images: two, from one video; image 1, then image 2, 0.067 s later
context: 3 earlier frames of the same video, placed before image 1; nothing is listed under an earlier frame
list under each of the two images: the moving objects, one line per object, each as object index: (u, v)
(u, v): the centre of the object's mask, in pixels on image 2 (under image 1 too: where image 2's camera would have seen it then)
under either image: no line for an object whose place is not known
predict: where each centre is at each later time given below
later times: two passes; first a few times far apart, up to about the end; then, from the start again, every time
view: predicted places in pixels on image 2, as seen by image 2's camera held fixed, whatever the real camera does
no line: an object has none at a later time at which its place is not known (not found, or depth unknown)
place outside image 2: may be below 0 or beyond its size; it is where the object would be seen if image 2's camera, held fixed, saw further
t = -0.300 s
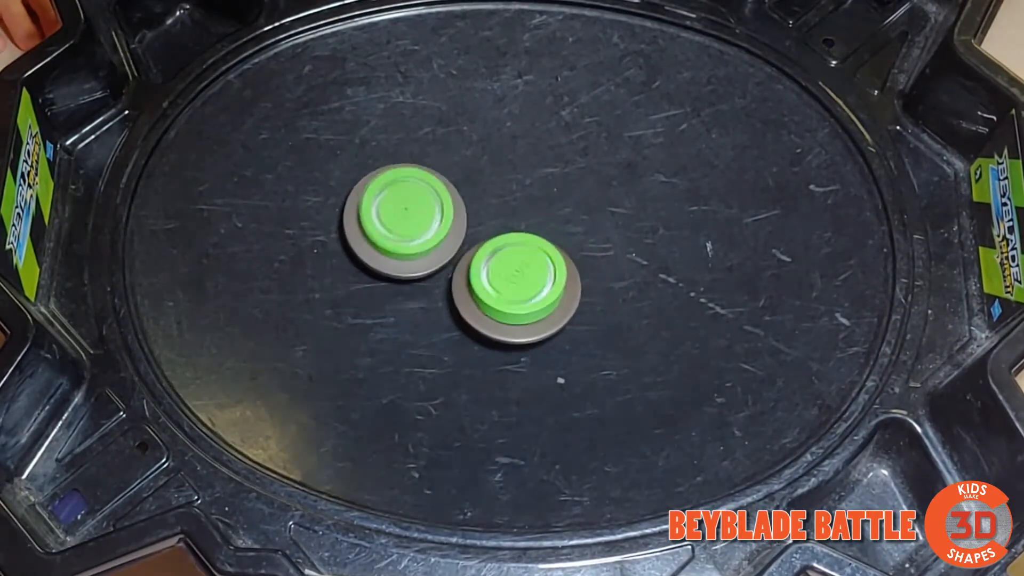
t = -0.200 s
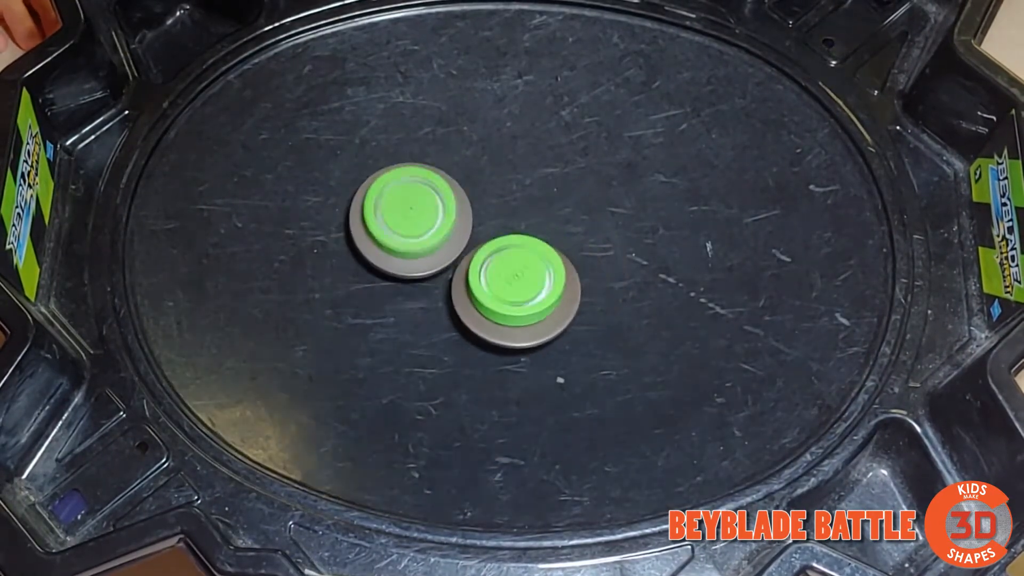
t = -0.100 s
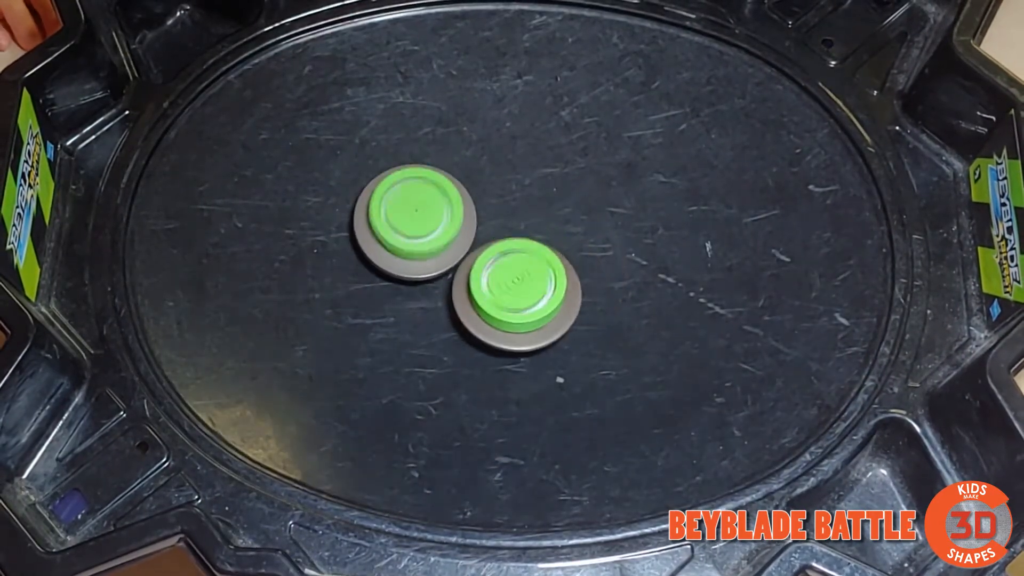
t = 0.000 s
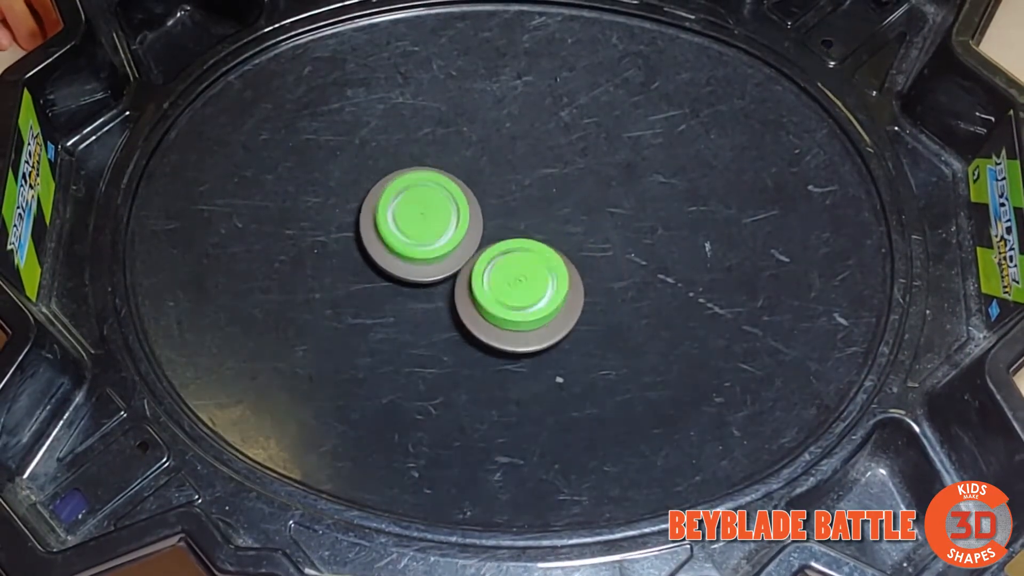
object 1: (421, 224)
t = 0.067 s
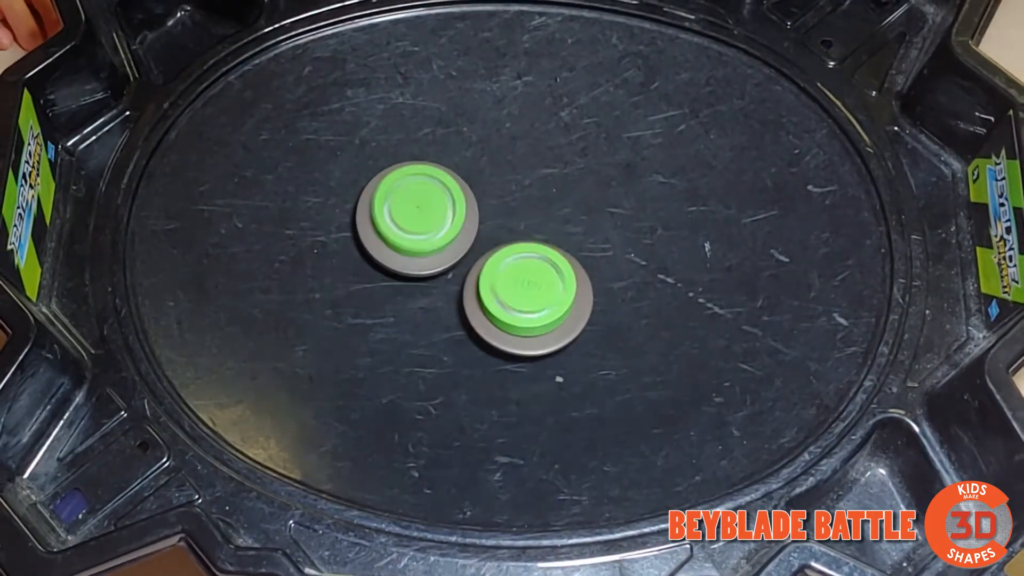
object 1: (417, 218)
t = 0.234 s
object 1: (430, 222)
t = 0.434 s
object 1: (438, 211)
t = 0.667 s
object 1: (439, 207)
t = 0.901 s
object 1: (454, 232)
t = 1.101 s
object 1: (454, 235)
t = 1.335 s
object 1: (452, 233)
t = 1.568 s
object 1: (446, 236)
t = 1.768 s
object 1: (441, 243)
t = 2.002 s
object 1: (435, 246)
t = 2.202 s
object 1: (420, 247)
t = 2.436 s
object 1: (439, 265)
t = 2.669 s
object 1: (435, 270)
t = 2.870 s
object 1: (430, 269)
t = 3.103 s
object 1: (428, 269)
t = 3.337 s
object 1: (433, 259)
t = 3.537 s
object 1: (418, 260)
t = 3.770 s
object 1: (440, 254)
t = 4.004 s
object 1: (433, 238)
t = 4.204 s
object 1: (434, 252)
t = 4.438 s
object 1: (429, 241)
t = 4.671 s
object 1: (436, 242)
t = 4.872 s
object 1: (426, 252)
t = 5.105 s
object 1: (450, 210)
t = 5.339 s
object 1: (455, 221)
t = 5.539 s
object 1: (425, 251)
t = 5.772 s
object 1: (450, 218)
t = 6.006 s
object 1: (469, 214)
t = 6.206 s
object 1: (463, 224)
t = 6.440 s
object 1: (446, 236)
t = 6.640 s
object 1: (440, 237)
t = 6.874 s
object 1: (431, 225)
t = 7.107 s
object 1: (446, 223)
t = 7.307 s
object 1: (452, 232)
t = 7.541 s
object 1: (443, 247)
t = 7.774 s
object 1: (434, 252)
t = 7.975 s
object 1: (433, 248)
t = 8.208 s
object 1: (428, 240)
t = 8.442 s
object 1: (435, 244)
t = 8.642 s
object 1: (430, 244)
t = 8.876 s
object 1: (433, 247)
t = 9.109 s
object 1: (435, 246)
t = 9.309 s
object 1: (436, 249)
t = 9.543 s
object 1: (430, 248)
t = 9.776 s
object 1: (431, 250)
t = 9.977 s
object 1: (432, 252)
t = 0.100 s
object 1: (417, 218)
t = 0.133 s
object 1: (419, 219)
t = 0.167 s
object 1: (422, 220)
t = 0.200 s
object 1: (427, 222)
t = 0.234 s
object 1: (430, 222)
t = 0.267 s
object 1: (432, 220)
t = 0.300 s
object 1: (434, 219)
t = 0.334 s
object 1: (438, 219)
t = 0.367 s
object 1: (439, 218)
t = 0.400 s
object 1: (438, 213)
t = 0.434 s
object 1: (438, 211)
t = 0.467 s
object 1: (441, 210)
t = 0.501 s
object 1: (444, 210)
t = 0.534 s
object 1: (447, 213)
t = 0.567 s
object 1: (450, 216)
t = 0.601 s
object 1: (446, 212)
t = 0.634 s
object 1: (441, 208)
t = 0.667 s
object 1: (439, 207)
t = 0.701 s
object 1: (438, 208)
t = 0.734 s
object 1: (438, 211)
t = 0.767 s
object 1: (440, 214)
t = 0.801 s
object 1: (443, 218)
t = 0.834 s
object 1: (447, 222)
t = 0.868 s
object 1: (451, 228)
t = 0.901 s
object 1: (454, 232)
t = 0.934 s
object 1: (452, 232)
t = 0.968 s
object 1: (451, 233)
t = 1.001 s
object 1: (451, 234)
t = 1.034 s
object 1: (452, 235)
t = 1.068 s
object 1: (453, 235)
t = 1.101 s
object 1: (454, 235)
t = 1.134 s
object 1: (451, 233)
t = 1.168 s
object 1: (448, 230)
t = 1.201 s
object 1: (448, 230)
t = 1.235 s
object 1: (448, 231)
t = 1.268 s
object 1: (450, 232)
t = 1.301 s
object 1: (453, 233)
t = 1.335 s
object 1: (452, 233)
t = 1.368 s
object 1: (451, 231)
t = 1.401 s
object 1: (450, 232)
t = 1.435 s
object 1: (451, 233)
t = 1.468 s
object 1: (448, 232)
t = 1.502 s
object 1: (445, 232)
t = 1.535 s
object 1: (444, 233)
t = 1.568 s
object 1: (446, 236)
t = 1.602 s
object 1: (446, 238)
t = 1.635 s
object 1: (445, 240)
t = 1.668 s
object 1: (444, 241)
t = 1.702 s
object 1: (443, 241)
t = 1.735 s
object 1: (443, 243)
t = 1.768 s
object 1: (441, 243)
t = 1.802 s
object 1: (439, 245)
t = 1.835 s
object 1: (438, 246)
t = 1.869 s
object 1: (438, 246)
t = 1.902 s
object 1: (434, 245)
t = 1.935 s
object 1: (432, 245)
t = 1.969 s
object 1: (433, 245)
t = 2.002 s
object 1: (435, 246)
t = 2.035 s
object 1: (438, 249)
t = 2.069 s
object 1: (438, 250)
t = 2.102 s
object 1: (438, 251)
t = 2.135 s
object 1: (429, 248)
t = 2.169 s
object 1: (422, 246)
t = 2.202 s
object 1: (420, 247)
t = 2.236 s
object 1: (420, 249)
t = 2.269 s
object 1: (421, 252)
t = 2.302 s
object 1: (423, 255)
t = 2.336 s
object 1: (425, 258)
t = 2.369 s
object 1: (429, 260)
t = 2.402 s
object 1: (434, 263)
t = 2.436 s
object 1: (439, 265)
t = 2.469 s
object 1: (435, 267)
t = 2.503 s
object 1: (432, 270)
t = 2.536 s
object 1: (430, 271)
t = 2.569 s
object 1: (430, 271)
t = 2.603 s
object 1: (432, 271)
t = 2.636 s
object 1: (435, 271)
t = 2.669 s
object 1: (435, 270)
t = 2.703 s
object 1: (434, 270)
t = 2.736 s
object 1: (434, 270)
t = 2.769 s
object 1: (435, 271)
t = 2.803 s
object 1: (436, 271)
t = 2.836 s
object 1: (433, 271)
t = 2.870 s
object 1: (430, 269)
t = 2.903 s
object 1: (430, 266)
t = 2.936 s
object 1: (432, 264)
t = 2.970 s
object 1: (436, 263)
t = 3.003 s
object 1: (435, 263)
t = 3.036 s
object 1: (432, 265)
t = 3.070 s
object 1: (430, 268)
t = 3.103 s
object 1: (428, 269)
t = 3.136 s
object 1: (426, 268)
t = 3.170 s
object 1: (426, 266)
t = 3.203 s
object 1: (429, 262)
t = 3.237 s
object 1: (430, 259)
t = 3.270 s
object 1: (430, 257)
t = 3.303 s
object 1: (430, 257)
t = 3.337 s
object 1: (433, 259)
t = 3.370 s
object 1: (435, 261)
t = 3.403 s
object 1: (429, 263)
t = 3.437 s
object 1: (424, 265)
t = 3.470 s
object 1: (419, 265)
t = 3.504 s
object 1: (417, 263)
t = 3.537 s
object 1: (418, 260)
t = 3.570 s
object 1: (421, 256)
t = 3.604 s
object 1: (427, 253)
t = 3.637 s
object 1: (436, 250)
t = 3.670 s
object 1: (438, 248)
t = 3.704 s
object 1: (441, 249)
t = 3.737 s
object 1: (442, 251)
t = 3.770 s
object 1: (440, 254)
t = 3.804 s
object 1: (436, 256)
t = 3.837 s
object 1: (432, 256)
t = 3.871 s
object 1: (429, 254)
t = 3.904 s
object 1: (427, 251)
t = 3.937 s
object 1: (429, 247)
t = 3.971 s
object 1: (434, 243)
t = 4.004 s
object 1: (433, 238)
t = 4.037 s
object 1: (433, 235)
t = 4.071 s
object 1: (436, 235)
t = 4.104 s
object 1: (439, 238)
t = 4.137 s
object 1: (442, 243)
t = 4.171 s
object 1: (438, 247)
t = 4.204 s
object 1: (434, 252)
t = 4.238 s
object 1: (429, 256)
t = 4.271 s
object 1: (425, 257)
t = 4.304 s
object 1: (422, 257)
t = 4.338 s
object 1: (420, 254)
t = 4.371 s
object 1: (421, 250)
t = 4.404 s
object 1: (424, 246)
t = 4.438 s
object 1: (429, 241)
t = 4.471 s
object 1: (433, 236)
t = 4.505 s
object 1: (436, 232)
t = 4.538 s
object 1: (439, 231)
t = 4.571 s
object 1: (437, 230)
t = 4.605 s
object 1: (435, 232)
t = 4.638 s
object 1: (435, 236)
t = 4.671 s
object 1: (436, 242)
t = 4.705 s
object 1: (437, 249)
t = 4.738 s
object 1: (434, 254)
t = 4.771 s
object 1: (431, 256)
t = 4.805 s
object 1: (428, 256)
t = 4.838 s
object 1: (427, 255)
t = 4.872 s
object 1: (426, 252)
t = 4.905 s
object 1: (428, 248)
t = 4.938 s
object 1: (427, 240)
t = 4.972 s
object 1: (428, 232)
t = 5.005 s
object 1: (433, 226)
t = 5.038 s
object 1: (439, 220)
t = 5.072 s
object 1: (446, 216)
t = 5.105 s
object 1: (450, 210)
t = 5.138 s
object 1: (456, 208)
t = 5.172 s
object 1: (461, 206)
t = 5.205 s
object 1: (464, 206)
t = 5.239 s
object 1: (465, 207)
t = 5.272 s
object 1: (463, 209)
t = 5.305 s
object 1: (459, 214)
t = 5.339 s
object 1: (455, 221)
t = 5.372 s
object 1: (450, 229)
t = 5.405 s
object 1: (445, 238)
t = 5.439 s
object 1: (438, 245)
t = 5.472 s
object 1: (431, 249)
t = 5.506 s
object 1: (427, 251)
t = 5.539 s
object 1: (425, 251)
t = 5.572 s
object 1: (427, 250)
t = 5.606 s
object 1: (432, 248)
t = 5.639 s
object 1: (434, 242)
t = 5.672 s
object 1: (433, 234)
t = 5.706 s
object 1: (438, 224)
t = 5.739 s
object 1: (443, 220)
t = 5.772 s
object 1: (450, 218)
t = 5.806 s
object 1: (456, 217)
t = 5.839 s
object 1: (462, 216)
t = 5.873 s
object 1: (465, 214)
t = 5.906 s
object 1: (464, 210)
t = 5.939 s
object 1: (465, 209)
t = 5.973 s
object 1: (466, 211)
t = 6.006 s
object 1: (469, 214)
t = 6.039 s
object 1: (470, 216)
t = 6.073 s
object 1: (468, 217)
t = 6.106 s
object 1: (468, 219)
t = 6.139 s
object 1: (467, 221)
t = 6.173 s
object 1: (464, 222)
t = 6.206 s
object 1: (463, 224)
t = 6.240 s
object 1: (463, 227)
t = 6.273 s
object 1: (463, 230)
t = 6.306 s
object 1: (459, 229)
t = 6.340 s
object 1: (454, 230)
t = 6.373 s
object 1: (450, 231)
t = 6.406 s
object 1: (447, 233)
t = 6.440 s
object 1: (446, 236)
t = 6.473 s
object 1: (445, 239)
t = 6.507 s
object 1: (442, 239)
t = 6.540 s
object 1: (440, 239)
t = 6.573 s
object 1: (440, 239)
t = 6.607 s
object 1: (441, 239)
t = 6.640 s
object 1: (440, 237)
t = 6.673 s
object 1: (436, 235)
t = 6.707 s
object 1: (434, 234)
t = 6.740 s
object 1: (434, 234)
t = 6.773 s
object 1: (437, 234)
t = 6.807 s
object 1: (435, 231)
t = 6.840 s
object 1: (432, 227)
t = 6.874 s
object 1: (431, 225)
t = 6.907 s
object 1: (431, 224)
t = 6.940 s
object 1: (434, 224)
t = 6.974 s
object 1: (439, 225)
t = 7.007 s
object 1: (443, 226)
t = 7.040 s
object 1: (445, 225)
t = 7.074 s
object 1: (447, 224)
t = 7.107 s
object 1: (446, 223)
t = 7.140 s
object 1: (446, 224)
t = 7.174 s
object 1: (449, 227)
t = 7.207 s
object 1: (449, 228)
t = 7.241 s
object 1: (450, 229)
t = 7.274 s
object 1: (452, 231)
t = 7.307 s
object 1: (452, 232)
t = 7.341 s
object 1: (452, 233)
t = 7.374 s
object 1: (452, 236)
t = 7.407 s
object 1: (452, 238)
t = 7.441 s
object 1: (450, 239)
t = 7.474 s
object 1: (446, 241)
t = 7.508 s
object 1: (444, 243)
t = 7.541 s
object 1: (443, 247)
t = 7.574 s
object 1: (443, 249)
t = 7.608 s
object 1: (443, 252)
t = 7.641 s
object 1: (440, 252)
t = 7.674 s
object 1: (438, 253)
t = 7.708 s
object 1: (437, 253)
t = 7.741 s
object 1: (438, 254)
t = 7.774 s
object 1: (434, 252)
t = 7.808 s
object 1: (429, 250)
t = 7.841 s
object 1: (427, 249)
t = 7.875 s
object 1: (426, 248)
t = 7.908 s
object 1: (427, 248)
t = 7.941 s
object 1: (430, 248)
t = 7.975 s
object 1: (433, 248)
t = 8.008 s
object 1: (435, 248)
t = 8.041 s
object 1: (434, 247)
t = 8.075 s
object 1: (434, 245)
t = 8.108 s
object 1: (435, 245)
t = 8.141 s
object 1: (434, 243)
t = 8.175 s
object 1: (430, 241)
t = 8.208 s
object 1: (428, 240)
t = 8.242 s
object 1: (428, 240)
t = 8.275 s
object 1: (430, 241)
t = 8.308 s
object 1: (433, 242)
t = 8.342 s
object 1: (435, 242)
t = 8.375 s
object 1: (435, 243)
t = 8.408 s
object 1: (435, 243)
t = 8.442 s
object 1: (435, 244)
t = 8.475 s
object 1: (436, 245)
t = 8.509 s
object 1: (436, 245)
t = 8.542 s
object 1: (436, 245)
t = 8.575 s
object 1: (437, 245)
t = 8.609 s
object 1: (433, 245)
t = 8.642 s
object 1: (430, 244)
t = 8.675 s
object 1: (428, 243)
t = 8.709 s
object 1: (428, 244)
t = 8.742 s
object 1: (430, 245)
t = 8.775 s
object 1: (433, 246)
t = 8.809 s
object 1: (437, 247)
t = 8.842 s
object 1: (437, 247)
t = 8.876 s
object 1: (433, 247)
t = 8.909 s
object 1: (432, 246)
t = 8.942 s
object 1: (432, 245)
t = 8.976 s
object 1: (433, 245)
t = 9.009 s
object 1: (436, 245)
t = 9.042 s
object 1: (439, 246)
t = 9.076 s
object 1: (436, 246)
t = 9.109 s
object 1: (435, 246)
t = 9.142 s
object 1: (435, 247)
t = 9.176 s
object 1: (437, 248)
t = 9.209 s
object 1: (439, 249)
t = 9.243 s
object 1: (438, 250)
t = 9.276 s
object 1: (437, 249)
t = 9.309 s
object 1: (436, 249)
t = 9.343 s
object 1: (437, 249)
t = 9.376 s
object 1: (438, 249)
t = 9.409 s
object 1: (434, 248)
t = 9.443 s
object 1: (431, 248)
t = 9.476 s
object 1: (429, 248)
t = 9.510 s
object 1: (429, 248)
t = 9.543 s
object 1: (430, 248)
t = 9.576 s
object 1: (432, 249)
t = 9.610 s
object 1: (435, 250)
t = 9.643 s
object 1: (432, 249)
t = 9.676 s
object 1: (429, 249)
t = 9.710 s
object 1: (428, 249)
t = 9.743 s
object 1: (429, 249)
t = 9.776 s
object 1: (431, 250)
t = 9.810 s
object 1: (434, 251)
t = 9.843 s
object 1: (435, 251)
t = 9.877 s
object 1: (434, 251)
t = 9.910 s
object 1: (434, 251)
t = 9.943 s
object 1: (433, 251)
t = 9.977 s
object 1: (432, 252)
